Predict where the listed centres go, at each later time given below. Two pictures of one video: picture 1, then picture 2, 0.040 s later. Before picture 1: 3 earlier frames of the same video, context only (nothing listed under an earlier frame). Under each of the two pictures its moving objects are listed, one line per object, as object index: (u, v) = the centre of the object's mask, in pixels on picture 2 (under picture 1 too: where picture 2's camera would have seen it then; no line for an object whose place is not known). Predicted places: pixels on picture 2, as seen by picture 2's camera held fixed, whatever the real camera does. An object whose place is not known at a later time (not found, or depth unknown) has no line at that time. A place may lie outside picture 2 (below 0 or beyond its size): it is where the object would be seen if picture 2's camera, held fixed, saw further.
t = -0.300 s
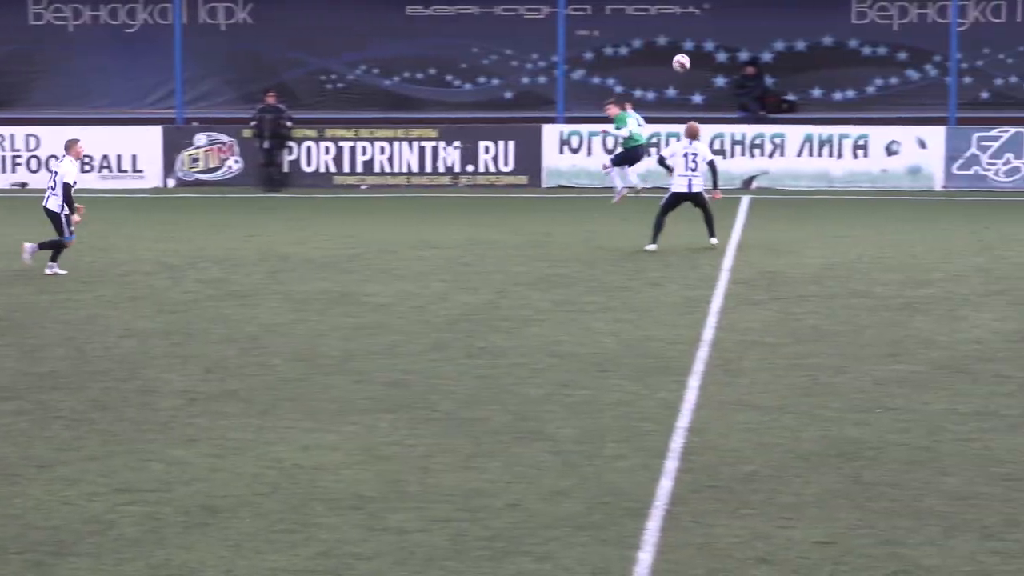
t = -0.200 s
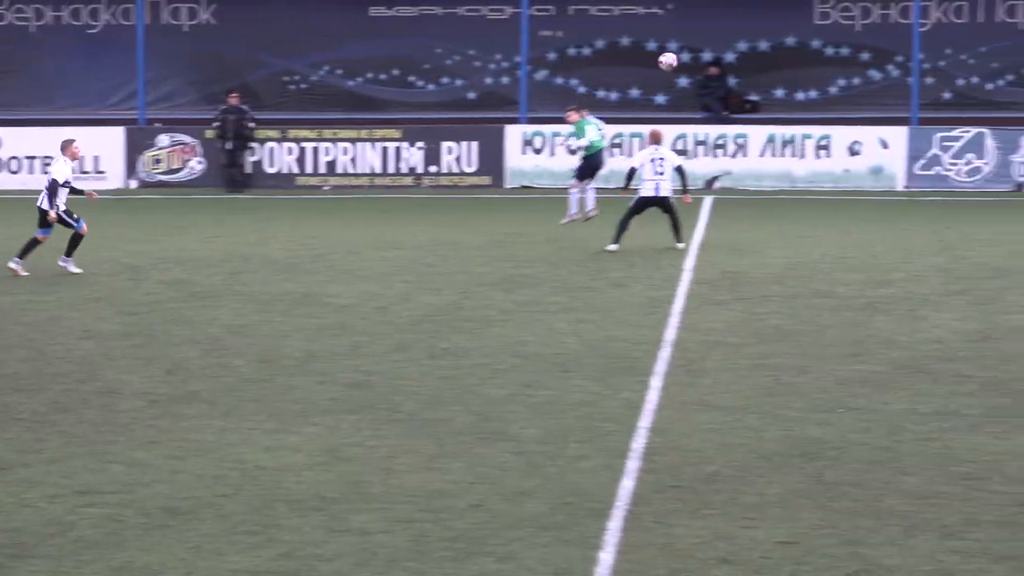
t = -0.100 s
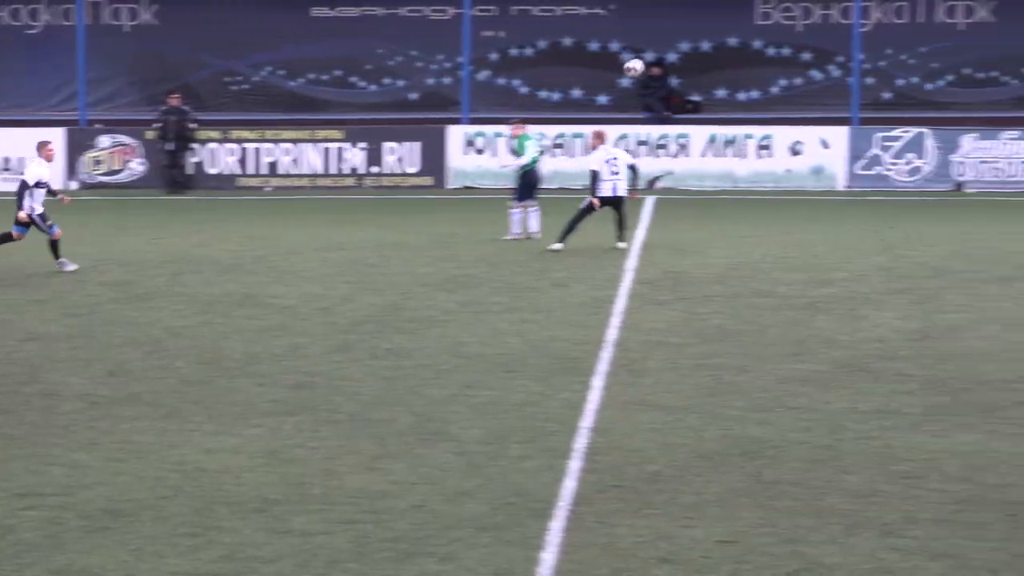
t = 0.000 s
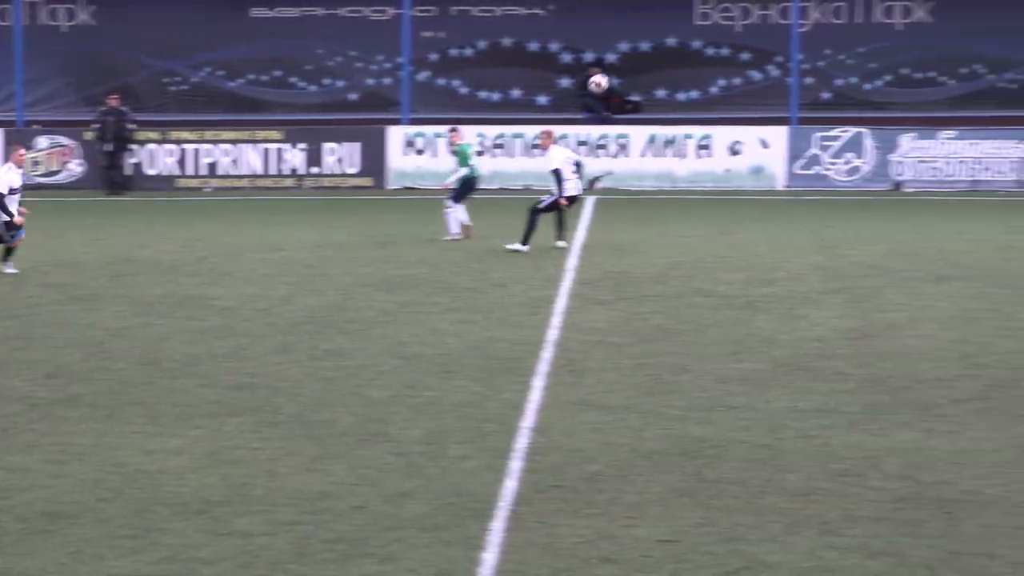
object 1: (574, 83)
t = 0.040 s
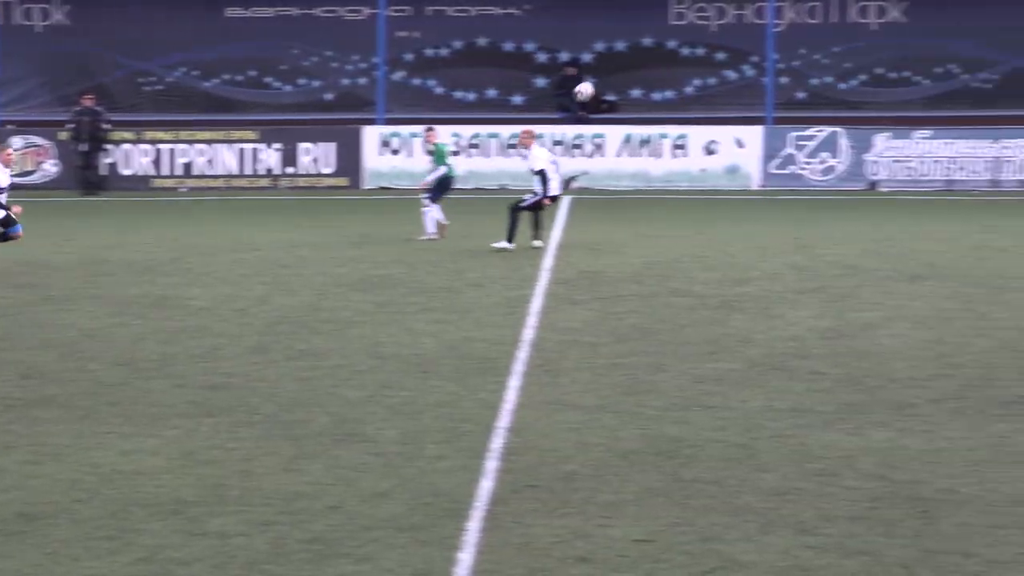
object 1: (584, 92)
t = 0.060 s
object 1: (589, 97)
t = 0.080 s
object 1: (594, 102)
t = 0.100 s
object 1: (599, 107)
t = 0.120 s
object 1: (604, 113)
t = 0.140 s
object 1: (610, 119)
